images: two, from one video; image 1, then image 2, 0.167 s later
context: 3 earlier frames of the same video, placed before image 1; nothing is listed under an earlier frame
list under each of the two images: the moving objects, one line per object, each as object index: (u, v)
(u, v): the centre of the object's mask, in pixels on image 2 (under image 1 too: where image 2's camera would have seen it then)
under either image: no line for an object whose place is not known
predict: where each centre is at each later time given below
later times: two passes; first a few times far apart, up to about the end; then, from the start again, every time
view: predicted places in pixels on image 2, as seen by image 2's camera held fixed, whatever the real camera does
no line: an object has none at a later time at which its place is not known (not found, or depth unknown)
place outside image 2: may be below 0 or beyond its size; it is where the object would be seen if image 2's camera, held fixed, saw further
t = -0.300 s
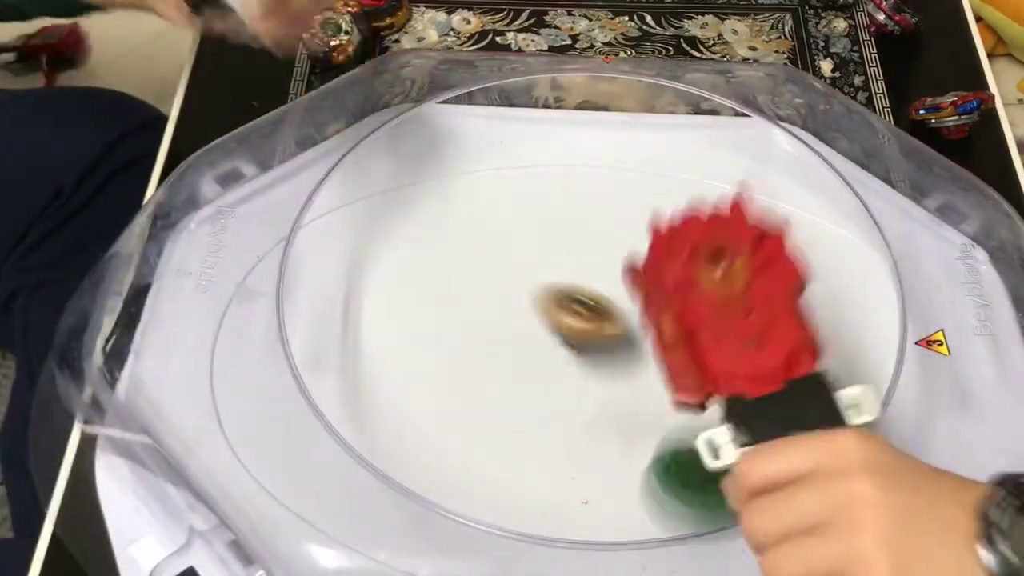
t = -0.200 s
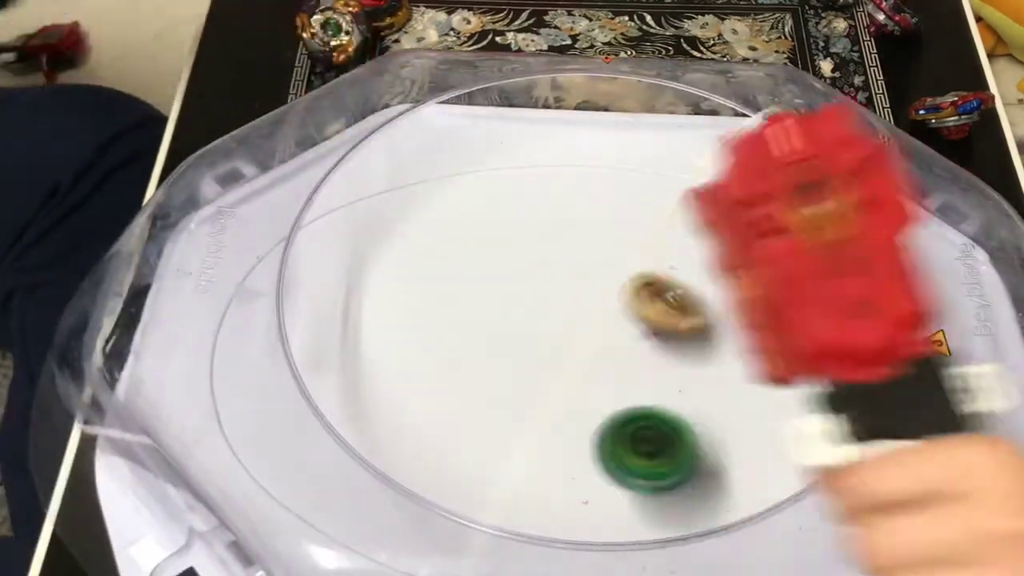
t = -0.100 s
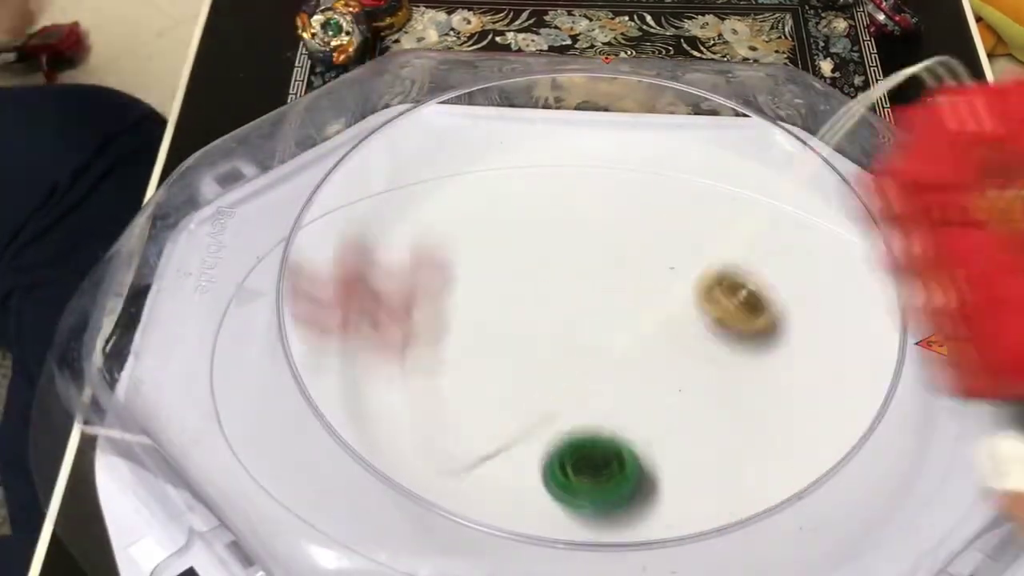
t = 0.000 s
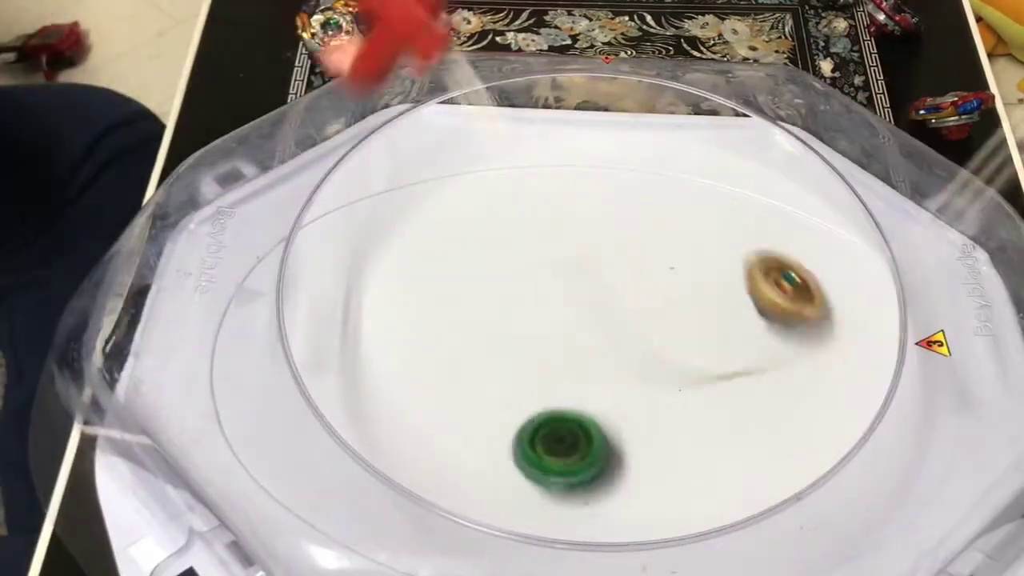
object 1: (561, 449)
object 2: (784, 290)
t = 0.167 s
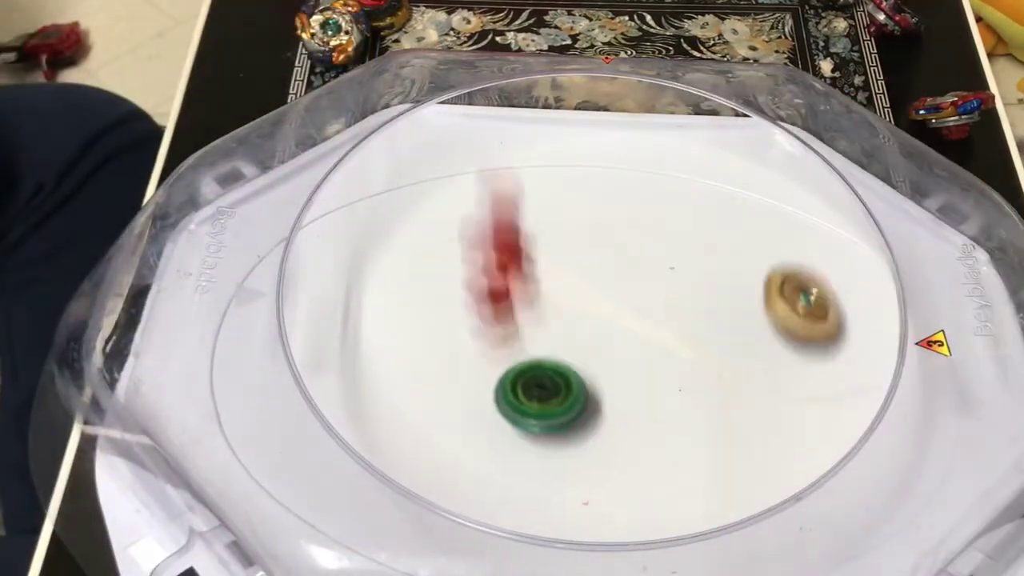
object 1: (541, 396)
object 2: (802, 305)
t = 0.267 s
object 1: (535, 373)
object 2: (783, 302)
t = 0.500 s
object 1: (499, 360)
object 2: (686, 356)
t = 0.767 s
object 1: (478, 376)
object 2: (595, 356)
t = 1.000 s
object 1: (505, 389)
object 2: (643, 326)
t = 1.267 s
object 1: (565, 364)
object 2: (804, 285)
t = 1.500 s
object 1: (577, 310)
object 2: (872, 268)
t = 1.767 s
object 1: (532, 279)
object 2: (832, 344)
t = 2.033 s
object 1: (505, 297)
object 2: (878, 410)
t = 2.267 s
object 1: (538, 350)
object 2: (942, 430)
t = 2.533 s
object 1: (651, 391)
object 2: (895, 419)
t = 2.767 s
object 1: (751, 367)
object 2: (805, 432)
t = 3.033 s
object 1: (776, 321)
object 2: (664, 441)
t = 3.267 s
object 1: (724, 306)
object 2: (564, 455)
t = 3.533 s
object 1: (619, 335)
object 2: (499, 440)
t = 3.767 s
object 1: (573, 405)
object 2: (462, 401)
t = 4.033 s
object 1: (641, 458)
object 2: (443, 341)
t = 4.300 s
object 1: (706, 440)
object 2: (383, 270)
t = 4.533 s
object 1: (701, 380)
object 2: (322, 282)
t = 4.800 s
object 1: (623, 320)
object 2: (454, 352)
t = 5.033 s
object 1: (540, 261)
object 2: (625, 419)
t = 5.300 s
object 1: (440, 264)
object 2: (837, 386)
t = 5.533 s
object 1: (412, 320)
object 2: (832, 297)
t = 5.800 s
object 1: (485, 386)
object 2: (664, 282)
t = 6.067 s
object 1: (638, 431)
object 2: (515, 366)
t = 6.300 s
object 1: (768, 398)
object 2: (532, 437)
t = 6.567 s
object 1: (800, 331)
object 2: (653, 419)
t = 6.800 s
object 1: (741, 300)
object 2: (656, 330)
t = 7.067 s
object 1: (687, 300)
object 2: (507, 291)
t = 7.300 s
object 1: (618, 343)
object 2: (426, 326)
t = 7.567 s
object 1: (597, 408)
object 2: (493, 392)
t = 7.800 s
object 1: (800, 445)
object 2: (459, 377)
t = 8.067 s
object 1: (942, 402)
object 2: (476, 337)
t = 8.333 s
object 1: (878, 328)
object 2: (484, 283)
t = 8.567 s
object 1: (715, 326)
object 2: (481, 279)
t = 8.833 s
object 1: (594, 405)
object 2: (522, 302)
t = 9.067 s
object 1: (609, 465)
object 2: (546, 308)
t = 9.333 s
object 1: (619, 479)
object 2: (637, 340)
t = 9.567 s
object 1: (622, 451)
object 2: (712, 325)
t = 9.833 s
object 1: (614, 388)
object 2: (699, 326)
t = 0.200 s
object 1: (538, 387)
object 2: (797, 316)
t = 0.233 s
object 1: (537, 380)
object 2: (792, 303)
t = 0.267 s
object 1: (535, 373)
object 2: (783, 302)
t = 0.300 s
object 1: (532, 368)
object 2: (771, 314)
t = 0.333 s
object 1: (529, 365)
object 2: (755, 337)
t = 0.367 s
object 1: (524, 362)
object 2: (744, 334)
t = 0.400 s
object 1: (519, 361)
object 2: (731, 337)
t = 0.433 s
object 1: (512, 359)
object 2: (716, 349)
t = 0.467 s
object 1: (506, 359)
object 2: (702, 350)
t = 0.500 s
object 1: (499, 360)
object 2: (686, 356)
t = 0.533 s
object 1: (493, 360)
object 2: (673, 349)
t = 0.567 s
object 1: (488, 362)
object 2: (657, 350)
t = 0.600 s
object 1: (484, 364)
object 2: (640, 361)
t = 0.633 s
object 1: (480, 365)
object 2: (628, 358)
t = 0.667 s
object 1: (478, 368)
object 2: (615, 361)
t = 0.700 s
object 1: (477, 371)
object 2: (606, 359)
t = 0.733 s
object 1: (477, 374)
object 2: (599, 358)
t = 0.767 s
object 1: (478, 376)
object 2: (595, 356)
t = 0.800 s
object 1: (479, 379)
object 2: (594, 352)
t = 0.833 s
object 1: (482, 382)
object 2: (596, 348)
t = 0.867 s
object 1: (485, 385)
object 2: (599, 345)
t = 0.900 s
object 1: (489, 386)
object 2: (606, 342)
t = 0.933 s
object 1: (494, 388)
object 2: (616, 337)
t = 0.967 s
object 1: (499, 388)
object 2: (629, 332)
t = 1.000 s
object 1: (505, 389)
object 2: (643, 326)
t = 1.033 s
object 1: (511, 389)
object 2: (659, 323)
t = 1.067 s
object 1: (518, 387)
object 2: (676, 319)
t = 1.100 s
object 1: (525, 385)
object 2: (697, 315)
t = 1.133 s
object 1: (534, 383)
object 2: (718, 311)
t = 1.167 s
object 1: (543, 380)
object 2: (739, 305)
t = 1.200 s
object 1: (551, 376)
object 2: (761, 298)
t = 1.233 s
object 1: (559, 371)
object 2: (783, 292)
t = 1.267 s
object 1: (565, 364)
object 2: (804, 285)
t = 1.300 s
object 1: (570, 357)
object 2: (825, 278)
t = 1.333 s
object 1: (574, 349)
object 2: (846, 270)
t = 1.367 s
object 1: (576, 341)
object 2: (857, 264)
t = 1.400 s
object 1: (579, 333)
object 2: (880, 256)
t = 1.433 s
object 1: (580, 325)
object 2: (893, 249)
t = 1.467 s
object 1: (579, 317)
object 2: (884, 257)
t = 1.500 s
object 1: (577, 310)
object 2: (872, 268)
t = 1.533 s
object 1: (574, 303)
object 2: (858, 279)
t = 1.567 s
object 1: (569, 297)
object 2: (854, 287)
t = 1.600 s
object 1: (564, 292)
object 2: (847, 296)
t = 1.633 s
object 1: (558, 288)
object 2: (841, 306)
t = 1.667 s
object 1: (552, 284)
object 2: (837, 316)
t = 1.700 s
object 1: (545, 281)
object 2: (834, 325)
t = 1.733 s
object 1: (538, 280)
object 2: (831, 334)
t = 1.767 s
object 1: (532, 279)
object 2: (832, 344)
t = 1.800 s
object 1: (527, 279)
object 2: (833, 354)
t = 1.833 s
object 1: (522, 279)
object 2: (835, 362)
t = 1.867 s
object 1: (518, 280)
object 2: (839, 371)
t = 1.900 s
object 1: (513, 282)
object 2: (844, 380)
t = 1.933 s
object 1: (510, 285)
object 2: (848, 387)
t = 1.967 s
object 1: (507, 288)
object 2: (858, 395)
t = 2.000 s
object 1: (505, 292)
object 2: (868, 403)
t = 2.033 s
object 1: (505, 297)
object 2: (878, 410)
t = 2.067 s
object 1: (505, 303)
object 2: (889, 417)
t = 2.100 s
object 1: (507, 310)
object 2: (902, 422)
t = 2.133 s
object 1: (510, 317)
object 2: (915, 427)
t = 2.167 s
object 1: (515, 324)
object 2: (929, 430)
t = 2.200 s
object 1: (521, 333)
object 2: (942, 434)
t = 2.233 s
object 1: (529, 342)
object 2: (949, 434)
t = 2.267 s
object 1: (538, 350)
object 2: (942, 430)
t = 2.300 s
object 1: (549, 359)
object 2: (935, 426)
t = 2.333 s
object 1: (561, 367)
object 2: (929, 423)
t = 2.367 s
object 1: (575, 374)
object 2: (922, 421)
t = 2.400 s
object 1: (590, 380)
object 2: (916, 419)
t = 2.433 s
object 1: (605, 384)
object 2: (911, 418)
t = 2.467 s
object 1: (620, 388)
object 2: (908, 418)
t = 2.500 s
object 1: (635, 390)
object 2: (902, 419)
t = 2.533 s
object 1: (651, 391)
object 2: (895, 419)
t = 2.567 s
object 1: (667, 391)
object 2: (886, 420)
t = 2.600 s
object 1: (683, 389)
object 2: (875, 422)
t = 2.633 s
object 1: (700, 387)
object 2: (862, 423)
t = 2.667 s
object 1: (715, 383)
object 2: (848, 425)
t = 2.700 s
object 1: (728, 378)
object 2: (834, 427)
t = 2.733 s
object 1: (741, 373)
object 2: (817, 429)
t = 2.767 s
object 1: (751, 367)
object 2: (805, 432)
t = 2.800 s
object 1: (760, 361)
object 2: (791, 434)
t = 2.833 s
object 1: (767, 356)
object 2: (776, 436)
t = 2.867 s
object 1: (772, 350)
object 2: (759, 437)
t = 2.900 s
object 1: (777, 344)
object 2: (740, 437)
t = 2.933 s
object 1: (779, 338)
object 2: (721, 438)
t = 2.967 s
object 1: (780, 332)
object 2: (702, 439)
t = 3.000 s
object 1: (779, 327)
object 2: (683, 440)
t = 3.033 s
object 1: (776, 321)
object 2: (664, 441)
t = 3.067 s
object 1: (772, 317)
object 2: (647, 442)
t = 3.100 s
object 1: (767, 313)
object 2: (630, 445)
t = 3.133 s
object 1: (760, 310)
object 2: (616, 447)
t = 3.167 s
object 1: (752, 307)
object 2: (601, 450)
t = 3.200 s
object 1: (744, 306)
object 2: (588, 452)
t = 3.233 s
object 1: (734, 306)
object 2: (576, 453)
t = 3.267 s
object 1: (724, 306)
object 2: (564, 455)
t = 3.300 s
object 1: (713, 307)
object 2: (552, 455)
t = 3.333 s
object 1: (701, 308)
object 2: (542, 455)
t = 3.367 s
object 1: (689, 311)
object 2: (532, 455)
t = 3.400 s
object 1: (677, 314)
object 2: (524, 454)
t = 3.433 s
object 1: (664, 318)
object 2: (518, 452)
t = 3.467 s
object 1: (650, 323)
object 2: (511, 449)
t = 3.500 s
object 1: (634, 329)
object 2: (505, 445)
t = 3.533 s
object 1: (619, 335)
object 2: (499, 440)
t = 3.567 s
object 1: (606, 344)
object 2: (494, 435)
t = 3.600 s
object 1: (594, 352)
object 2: (489, 429)
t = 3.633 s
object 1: (586, 361)
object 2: (484, 423)
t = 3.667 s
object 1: (578, 372)
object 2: (479, 416)
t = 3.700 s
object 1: (573, 383)
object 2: (473, 411)
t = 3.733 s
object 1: (572, 395)
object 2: (467, 406)
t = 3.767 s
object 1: (573, 405)
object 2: (462, 401)
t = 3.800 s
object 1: (577, 414)
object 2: (457, 396)
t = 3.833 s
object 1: (582, 424)
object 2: (453, 390)
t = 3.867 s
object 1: (590, 432)
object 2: (450, 384)
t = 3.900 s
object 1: (600, 440)
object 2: (448, 378)
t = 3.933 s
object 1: (610, 446)
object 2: (447, 370)
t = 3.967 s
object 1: (621, 452)
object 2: (445, 361)
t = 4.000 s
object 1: (632, 456)
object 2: (445, 352)
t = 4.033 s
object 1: (641, 458)
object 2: (443, 341)
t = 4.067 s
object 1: (651, 460)
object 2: (442, 330)
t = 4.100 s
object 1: (661, 460)
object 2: (438, 319)
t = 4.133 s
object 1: (671, 460)
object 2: (433, 308)
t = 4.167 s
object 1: (679, 458)
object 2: (427, 298)
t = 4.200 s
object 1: (687, 455)
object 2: (417, 289)
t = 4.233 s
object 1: (695, 451)
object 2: (407, 282)
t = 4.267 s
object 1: (701, 446)
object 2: (396, 275)
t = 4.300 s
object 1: (706, 440)
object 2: (383, 270)
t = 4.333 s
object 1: (709, 433)
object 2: (371, 266)
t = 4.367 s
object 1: (712, 425)
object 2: (359, 264)
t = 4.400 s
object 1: (713, 417)
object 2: (347, 263)
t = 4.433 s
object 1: (712, 408)
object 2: (336, 264)
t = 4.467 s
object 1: (710, 399)
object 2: (328, 267)
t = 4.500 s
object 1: (706, 390)
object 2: (323, 273)
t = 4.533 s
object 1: (701, 380)
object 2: (322, 282)
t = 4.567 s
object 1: (694, 372)
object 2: (323, 291)
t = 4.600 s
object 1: (686, 363)
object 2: (328, 302)
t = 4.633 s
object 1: (678, 355)
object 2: (341, 314)
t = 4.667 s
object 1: (668, 347)
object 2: (358, 324)
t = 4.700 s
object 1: (658, 340)
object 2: (378, 333)
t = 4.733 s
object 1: (647, 333)
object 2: (402, 340)
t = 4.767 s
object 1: (635, 326)
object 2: (427, 346)
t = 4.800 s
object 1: (623, 320)
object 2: (454, 352)
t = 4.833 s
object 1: (609, 314)
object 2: (484, 357)
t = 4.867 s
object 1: (595, 309)
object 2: (512, 363)
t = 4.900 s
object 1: (579, 304)
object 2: (539, 366)
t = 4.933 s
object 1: (570, 291)
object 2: (558, 383)
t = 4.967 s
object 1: (561, 279)
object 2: (578, 398)
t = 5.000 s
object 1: (552, 268)
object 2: (599, 410)
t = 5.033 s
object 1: (540, 261)
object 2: (625, 419)
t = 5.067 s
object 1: (528, 256)
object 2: (655, 425)
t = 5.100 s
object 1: (514, 252)
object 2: (684, 428)
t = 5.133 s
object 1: (502, 250)
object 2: (715, 428)
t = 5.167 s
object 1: (488, 250)
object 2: (743, 424)
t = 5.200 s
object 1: (474, 251)
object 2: (772, 417)
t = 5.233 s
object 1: (462, 254)
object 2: (798, 408)
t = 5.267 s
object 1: (450, 259)
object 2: (820, 398)
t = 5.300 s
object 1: (440, 264)
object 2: (837, 386)
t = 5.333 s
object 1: (431, 270)
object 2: (848, 372)
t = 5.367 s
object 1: (424, 277)
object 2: (853, 358)
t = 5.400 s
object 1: (419, 284)
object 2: (857, 344)
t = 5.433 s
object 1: (414, 293)
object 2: (856, 330)
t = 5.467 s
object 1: (412, 302)
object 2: (852, 318)
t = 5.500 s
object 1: (411, 311)
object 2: (843, 306)
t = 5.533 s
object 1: (412, 320)
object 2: (832, 297)
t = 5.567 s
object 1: (415, 329)
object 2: (817, 289)
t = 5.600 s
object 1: (420, 338)
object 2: (797, 283)
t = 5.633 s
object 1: (426, 346)
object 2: (778, 278)
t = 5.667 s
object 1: (436, 355)
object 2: (756, 275)
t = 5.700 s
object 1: (446, 362)
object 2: (735, 273)
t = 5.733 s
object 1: (458, 371)
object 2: (711, 274)
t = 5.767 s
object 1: (472, 379)
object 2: (687, 277)
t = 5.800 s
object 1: (485, 386)
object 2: (664, 282)
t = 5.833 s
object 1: (502, 394)
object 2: (642, 289)
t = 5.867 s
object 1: (518, 400)
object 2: (619, 299)
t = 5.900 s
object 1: (535, 406)
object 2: (596, 311)
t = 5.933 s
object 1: (554, 411)
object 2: (573, 325)
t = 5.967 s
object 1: (572, 414)
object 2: (554, 338)
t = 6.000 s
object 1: (594, 422)
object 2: (538, 347)
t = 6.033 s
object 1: (616, 428)
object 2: (525, 356)
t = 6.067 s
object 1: (638, 431)
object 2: (515, 366)
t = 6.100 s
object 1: (661, 432)
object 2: (510, 376)
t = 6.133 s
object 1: (682, 430)
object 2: (505, 388)
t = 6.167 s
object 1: (703, 426)
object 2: (505, 399)
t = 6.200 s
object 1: (722, 420)
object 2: (507, 410)
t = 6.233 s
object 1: (740, 414)
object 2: (511, 420)
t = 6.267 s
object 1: (755, 406)
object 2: (520, 429)
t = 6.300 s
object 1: (768, 398)
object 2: (532, 437)
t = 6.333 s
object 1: (779, 389)
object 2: (544, 443)
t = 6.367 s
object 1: (788, 380)
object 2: (560, 446)
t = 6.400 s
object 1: (794, 371)
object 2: (576, 448)
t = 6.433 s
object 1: (799, 362)
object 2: (593, 446)
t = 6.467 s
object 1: (802, 353)
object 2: (610, 443)
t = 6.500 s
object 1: (803, 346)
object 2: (626, 438)
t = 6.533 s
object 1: (802, 338)
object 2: (640, 429)
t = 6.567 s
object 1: (800, 331)
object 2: (653, 419)
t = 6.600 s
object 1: (793, 323)
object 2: (662, 408)
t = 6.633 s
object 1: (787, 316)
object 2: (668, 395)
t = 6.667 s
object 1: (779, 311)
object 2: (671, 381)
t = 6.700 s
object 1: (770, 306)
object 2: (670, 367)
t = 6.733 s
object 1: (761, 303)
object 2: (667, 354)
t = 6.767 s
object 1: (751, 301)
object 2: (662, 341)
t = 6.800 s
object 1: (741, 300)
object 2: (656, 330)
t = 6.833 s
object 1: (735, 298)
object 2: (642, 320)
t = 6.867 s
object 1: (731, 296)
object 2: (624, 311)
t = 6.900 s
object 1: (725, 294)
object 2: (605, 303)
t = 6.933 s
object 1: (719, 294)
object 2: (585, 297)
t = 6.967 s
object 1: (711, 294)
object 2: (567, 294)
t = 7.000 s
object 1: (703, 295)
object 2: (547, 291)
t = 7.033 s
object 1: (695, 297)
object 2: (528, 291)
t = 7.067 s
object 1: (687, 300)
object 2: (507, 291)
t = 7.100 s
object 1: (677, 303)
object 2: (490, 292)
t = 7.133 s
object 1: (669, 309)
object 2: (475, 294)
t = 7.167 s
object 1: (658, 313)
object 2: (462, 299)
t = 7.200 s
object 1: (647, 320)
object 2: (449, 305)
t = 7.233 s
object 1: (636, 326)
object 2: (439, 312)
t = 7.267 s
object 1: (626, 334)
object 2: (431, 319)
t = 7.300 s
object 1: (618, 343)
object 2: (426, 326)
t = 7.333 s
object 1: (610, 351)
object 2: (424, 335)
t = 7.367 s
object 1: (605, 360)
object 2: (427, 343)
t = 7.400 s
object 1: (601, 369)
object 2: (433, 351)
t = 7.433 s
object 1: (599, 377)
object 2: (442, 359)
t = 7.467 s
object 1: (597, 385)
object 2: (453, 368)
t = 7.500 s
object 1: (596, 393)
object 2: (465, 376)
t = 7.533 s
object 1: (596, 401)
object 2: (478, 385)
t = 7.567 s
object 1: (597, 408)
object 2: (493, 392)
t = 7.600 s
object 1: (603, 414)
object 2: (506, 398)
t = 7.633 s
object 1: (641, 429)
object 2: (492, 392)
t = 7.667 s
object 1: (678, 439)
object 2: (479, 387)
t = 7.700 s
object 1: (714, 446)
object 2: (470, 384)
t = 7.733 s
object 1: (747, 450)
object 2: (465, 381)
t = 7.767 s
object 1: (777, 451)
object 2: (461, 379)
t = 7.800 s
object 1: (800, 445)
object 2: (459, 377)
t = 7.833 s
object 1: (829, 446)
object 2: (458, 374)
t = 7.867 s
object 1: (851, 443)
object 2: (459, 371)
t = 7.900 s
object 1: (873, 440)
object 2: (461, 367)
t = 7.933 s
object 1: (892, 436)
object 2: (463, 362)
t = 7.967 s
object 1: (908, 428)
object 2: (465, 357)
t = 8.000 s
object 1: (922, 420)
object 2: (468, 351)
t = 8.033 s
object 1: (933, 412)
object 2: (472, 344)
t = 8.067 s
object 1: (942, 402)
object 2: (476, 337)
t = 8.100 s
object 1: (945, 393)
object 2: (479, 330)
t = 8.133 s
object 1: (948, 385)
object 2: (481, 322)
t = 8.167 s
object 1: (947, 375)
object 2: (482, 315)
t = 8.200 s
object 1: (937, 361)
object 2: (484, 307)
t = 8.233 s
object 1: (928, 352)
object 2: (485, 301)
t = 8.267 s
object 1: (915, 343)
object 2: (485, 294)
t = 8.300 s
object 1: (896, 335)
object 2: (486, 289)
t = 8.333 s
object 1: (878, 328)
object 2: (484, 283)
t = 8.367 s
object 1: (857, 323)
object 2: (483, 279)
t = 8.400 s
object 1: (837, 321)
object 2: (481, 275)
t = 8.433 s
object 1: (815, 319)
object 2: (479, 273)
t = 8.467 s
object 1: (791, 320)
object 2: (479, 272)
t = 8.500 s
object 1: (767, 320)
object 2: (478, 273)
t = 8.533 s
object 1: (740, 323)
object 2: (478, 275)
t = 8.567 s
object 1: (715, 326)
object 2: (481, 279)
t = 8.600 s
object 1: (688, 330)
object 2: (484, 283)
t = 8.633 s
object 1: (665, 336)
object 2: (489, 289)
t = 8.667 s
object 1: (641, 341)
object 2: (497, 295)
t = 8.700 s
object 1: (622, 348)
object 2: (506, 302)
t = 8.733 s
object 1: (603, 354)
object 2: (517, 309)
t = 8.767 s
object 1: (594, 369)
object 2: (520, 308)
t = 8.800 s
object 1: (594, 388)
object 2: (520, 305)
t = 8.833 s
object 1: (594, 405)
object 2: (522, 302)
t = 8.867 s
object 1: (595, 419)
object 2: (524, 300)
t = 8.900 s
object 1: (598, 431)
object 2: (527, 299)
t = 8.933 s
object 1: (600, 440)
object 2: (529, 299)
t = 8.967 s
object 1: (603, 448)
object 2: (532, 300)
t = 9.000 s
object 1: (605, 455)
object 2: (536, 302)
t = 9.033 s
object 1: (607, 461)
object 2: (541, 304)
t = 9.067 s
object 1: (609, 465)
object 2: (546, 308)
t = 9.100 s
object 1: (611, 470)
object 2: (553, 312)
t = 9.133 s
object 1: (612, 473)
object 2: (561, 317)
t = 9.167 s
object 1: (614, 476)
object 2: (571, 322)
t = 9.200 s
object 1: (615, 478)
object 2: (582, 329)
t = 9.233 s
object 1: (616, 479)
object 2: (595, 332)
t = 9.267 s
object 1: (617, 480)
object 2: (608, 336)
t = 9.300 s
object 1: (618, 480)
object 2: (623, 338)
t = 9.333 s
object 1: (619, 479)
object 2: (637, 340)
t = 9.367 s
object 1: (620, 477)
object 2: (651, 340)
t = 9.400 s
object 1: (620, 475)
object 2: (665, 339)
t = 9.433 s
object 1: (621, 471)
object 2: (677, 337)
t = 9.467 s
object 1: (621, 467)
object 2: (688, 335)
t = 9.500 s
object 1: (621, 462)
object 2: (698, 331)
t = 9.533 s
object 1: (622, 457)
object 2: (706, 328)
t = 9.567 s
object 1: (622, 451)
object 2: (712, 325)
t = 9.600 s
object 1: (621, 445)
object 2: (716, 322)
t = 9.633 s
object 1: (621, 438)
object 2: (717, 320)
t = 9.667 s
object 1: (620, 431)
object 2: (717, 318)
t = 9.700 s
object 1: (620, 423)
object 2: (715, 317)
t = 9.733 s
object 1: (619, 414)
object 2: (712, 318)
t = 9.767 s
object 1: (618, 406)
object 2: (708, 319)
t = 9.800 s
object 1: (616, 397)
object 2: (704, 322)
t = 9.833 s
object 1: (614, 388)
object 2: (699, 326)
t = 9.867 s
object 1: (611, 379)
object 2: (695, 331)
